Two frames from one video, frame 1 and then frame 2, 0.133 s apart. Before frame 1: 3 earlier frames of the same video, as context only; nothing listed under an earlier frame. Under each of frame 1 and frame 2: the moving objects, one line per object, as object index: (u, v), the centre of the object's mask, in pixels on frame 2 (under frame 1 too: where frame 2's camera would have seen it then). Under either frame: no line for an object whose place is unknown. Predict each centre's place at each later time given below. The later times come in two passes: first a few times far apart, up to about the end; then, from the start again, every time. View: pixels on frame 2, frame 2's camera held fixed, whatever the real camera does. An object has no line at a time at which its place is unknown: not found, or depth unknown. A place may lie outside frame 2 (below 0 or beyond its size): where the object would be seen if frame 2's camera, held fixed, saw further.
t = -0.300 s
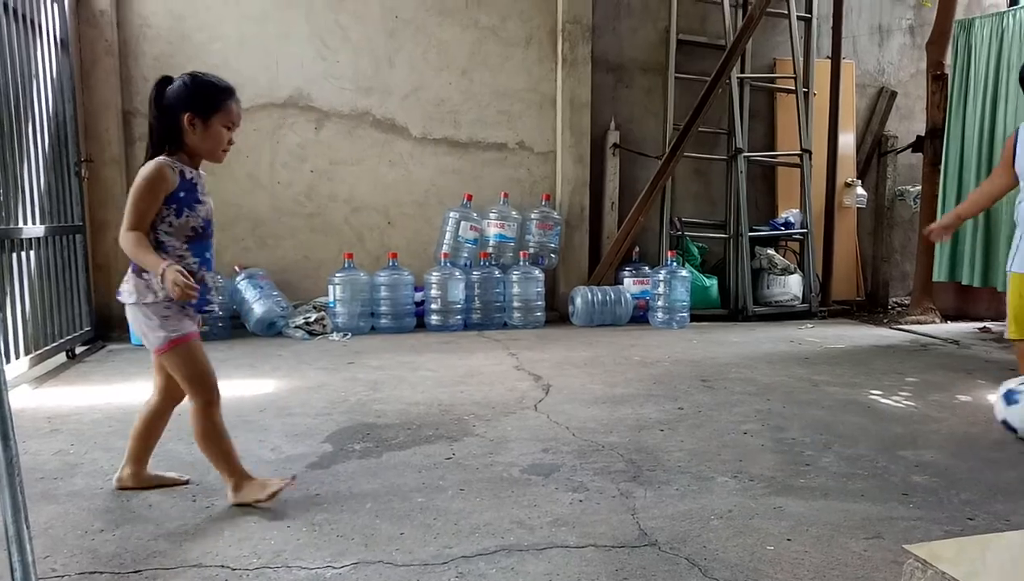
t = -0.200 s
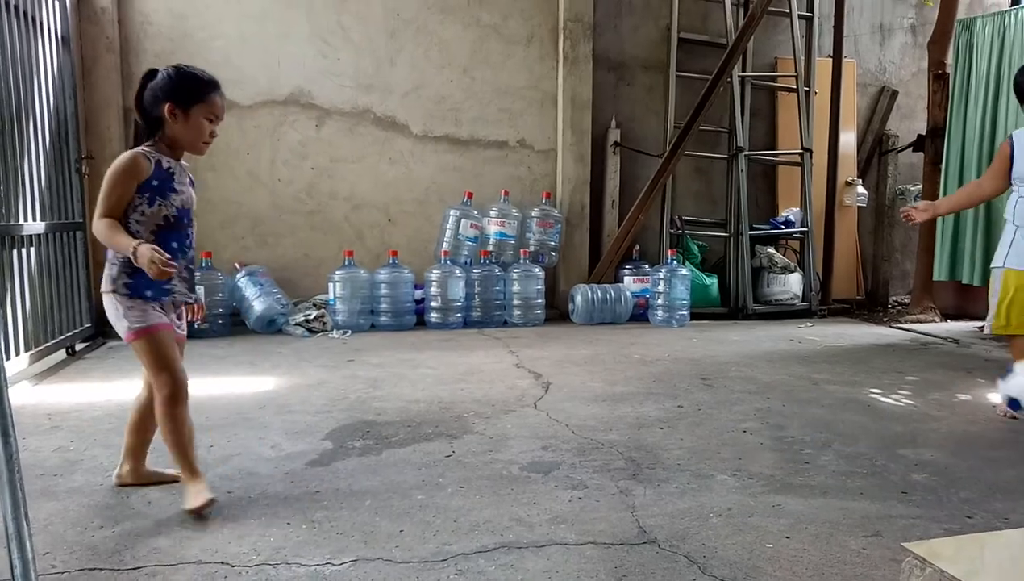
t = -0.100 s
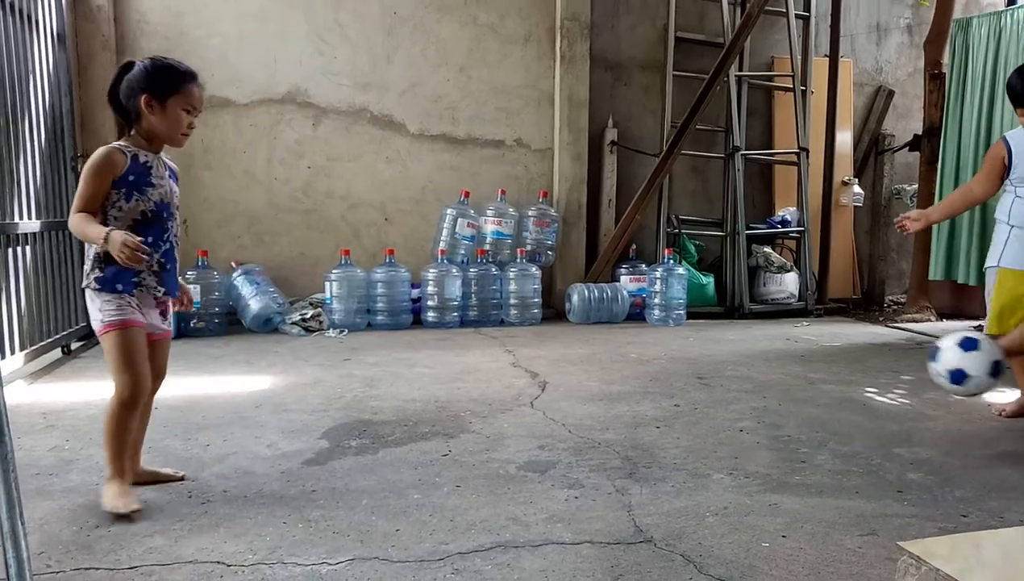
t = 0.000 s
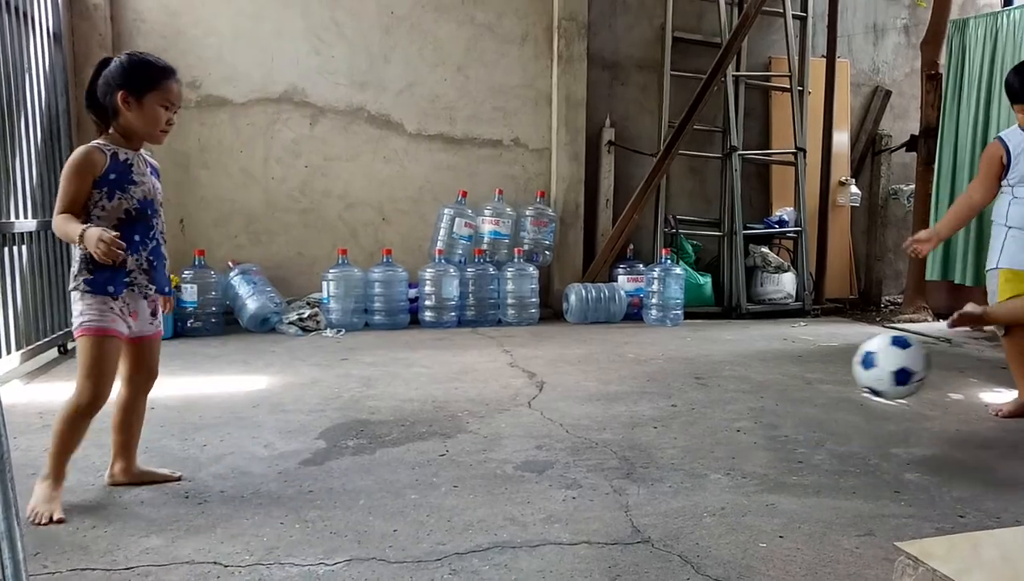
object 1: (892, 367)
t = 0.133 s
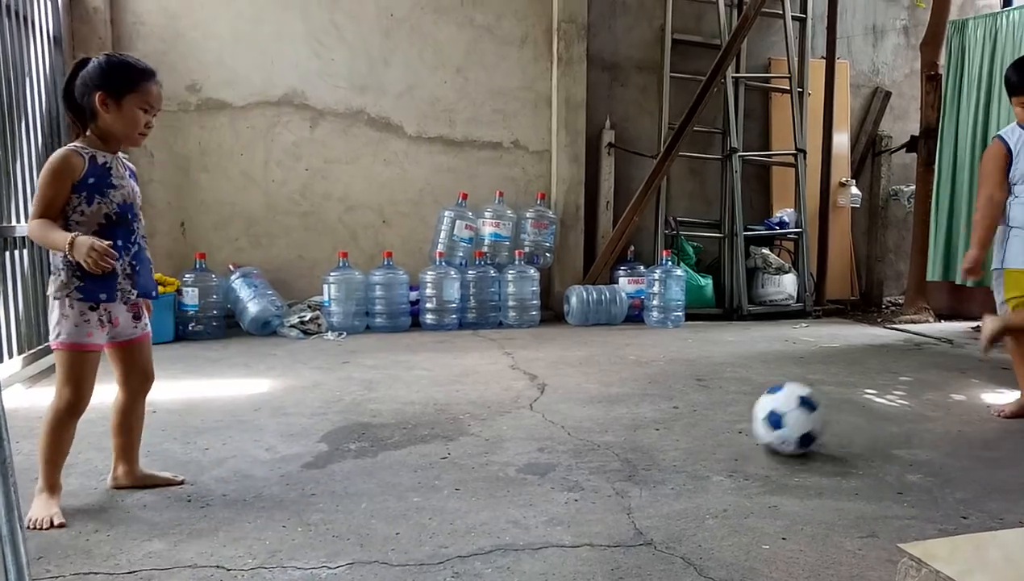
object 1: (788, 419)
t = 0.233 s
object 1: (752, 394)
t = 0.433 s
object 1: (674, 423)
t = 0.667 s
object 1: (590, 420)
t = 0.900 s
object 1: (504, 432)
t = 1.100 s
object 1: (426, 435)
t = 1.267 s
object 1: (366, 441)
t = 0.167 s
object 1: (776, 413)
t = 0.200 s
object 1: (765, 401)
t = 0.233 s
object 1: (752, 394)
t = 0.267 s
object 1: (740, 390)
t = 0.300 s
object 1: (727, 388)
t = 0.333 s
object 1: (714, 391)
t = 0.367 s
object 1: (701, 398)
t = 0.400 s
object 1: (688, 407)
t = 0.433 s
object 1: (674, 423)
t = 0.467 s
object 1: (662, 427)
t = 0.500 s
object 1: (650, 417)
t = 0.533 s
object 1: (638, 412)
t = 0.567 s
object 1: (626, 409)
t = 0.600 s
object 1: (615, 409)
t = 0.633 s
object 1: (603, 413)
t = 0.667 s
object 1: (590, 420)
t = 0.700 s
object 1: (579, 430)
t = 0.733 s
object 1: (567, 427)
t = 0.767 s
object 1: (555, 421)
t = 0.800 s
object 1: (542, 418)
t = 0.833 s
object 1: (530, 419)
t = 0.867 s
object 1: (518, 423)
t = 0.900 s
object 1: (504, 432)
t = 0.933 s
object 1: (491, 433)
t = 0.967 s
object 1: (478, 429)
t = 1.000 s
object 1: (464, 430)
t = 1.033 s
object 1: (452, 434)
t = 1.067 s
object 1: (439, 438)
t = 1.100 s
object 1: (426, 435)
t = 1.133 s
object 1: (415, 435)
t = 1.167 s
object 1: (402, 439)
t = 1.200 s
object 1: (390, 438)
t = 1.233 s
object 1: (378, 438)
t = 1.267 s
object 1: (366, 441)
